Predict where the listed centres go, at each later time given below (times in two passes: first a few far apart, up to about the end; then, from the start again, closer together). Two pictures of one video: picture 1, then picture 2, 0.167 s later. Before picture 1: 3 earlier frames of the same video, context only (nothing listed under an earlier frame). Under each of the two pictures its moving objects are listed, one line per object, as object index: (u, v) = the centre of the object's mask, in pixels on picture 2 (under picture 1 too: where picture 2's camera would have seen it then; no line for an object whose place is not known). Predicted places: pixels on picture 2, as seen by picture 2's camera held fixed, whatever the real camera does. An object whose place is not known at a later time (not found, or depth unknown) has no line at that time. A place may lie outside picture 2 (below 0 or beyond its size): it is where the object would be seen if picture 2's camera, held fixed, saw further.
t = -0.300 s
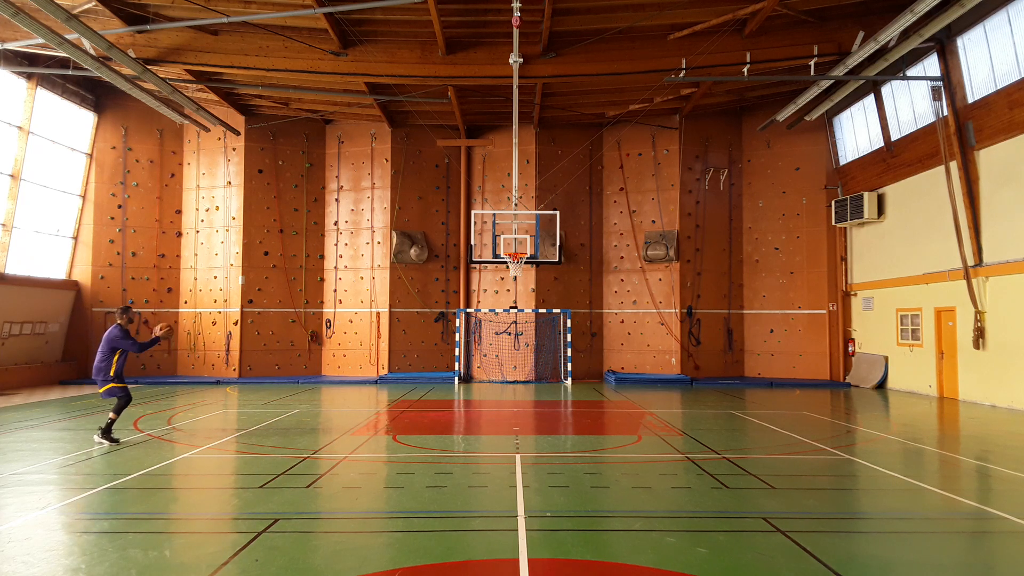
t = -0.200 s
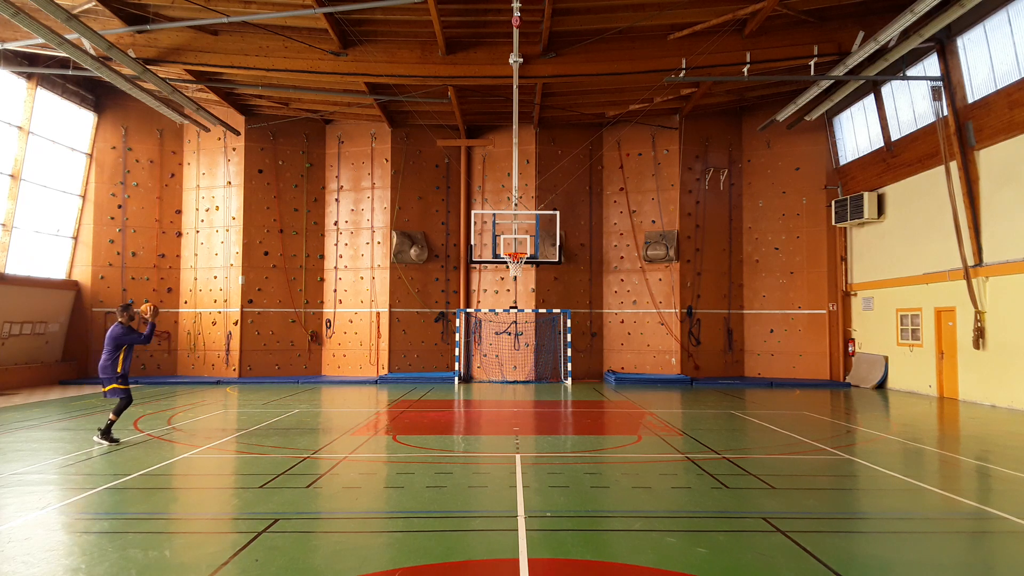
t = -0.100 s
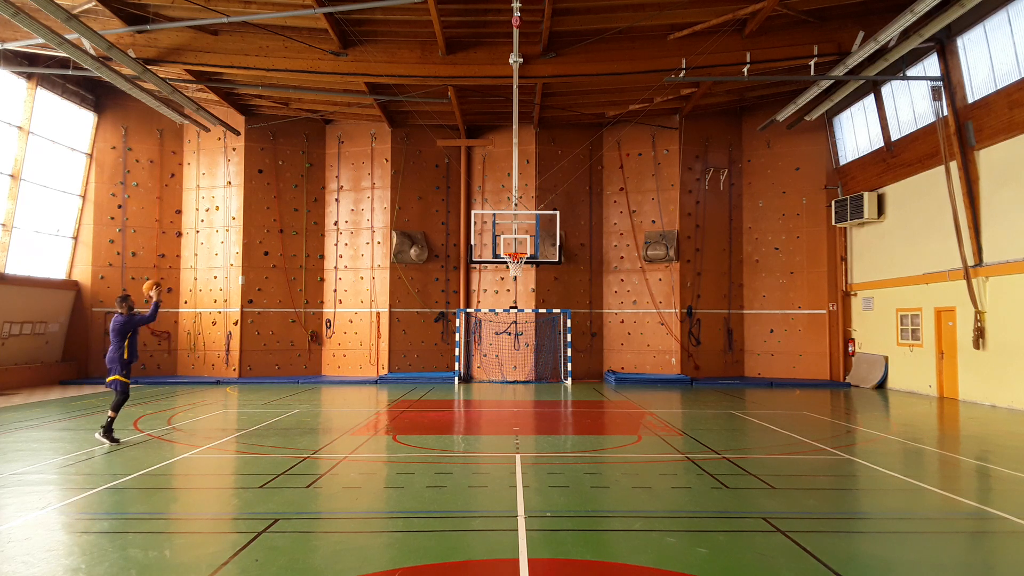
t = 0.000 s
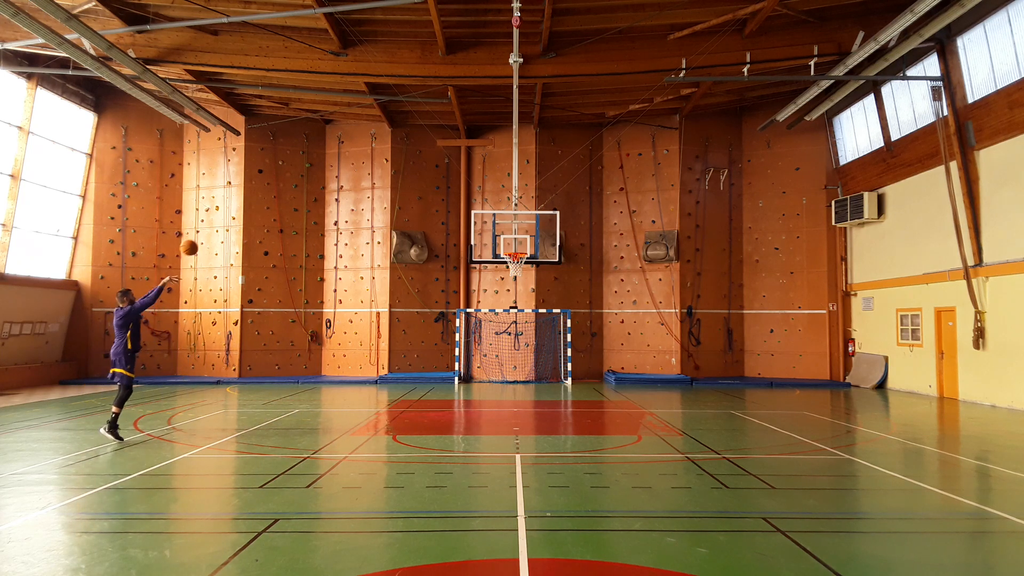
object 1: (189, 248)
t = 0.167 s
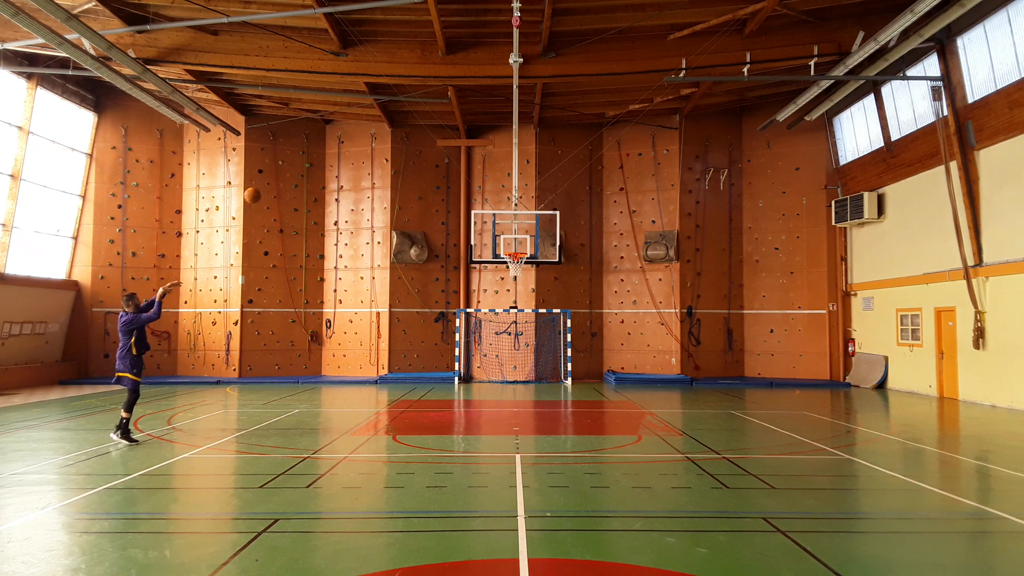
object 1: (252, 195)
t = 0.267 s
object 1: (286, 175)
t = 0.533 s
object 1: (366, 153)
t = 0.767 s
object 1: (424, 166)
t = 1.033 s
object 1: (485, 212)
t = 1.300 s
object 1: (516, 276)
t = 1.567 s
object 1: (505, 350)
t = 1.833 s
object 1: (489, 367)
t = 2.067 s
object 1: (466, 318)
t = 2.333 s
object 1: (439, 293)
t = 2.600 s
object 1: (410, 307)
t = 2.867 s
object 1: (379, 364)
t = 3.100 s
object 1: (352, 396)
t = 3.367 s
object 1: (325, 344)
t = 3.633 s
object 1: (295, 334)
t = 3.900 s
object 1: (261, 371)
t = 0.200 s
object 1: (263, 188)
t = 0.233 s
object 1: (275, 181)
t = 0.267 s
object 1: (286, 175)
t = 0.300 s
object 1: (297, 170)
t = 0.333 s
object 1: (307, 165)
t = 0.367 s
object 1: (317, 162)
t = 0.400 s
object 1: (328, 159)
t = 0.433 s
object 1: (338, 156)
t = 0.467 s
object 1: (348, 155)
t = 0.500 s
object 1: (357, 153)
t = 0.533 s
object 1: (366, 153)
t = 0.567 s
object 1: (375, 153)
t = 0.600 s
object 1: (384, 154)
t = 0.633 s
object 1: (391, 155)
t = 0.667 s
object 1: (399, 157)
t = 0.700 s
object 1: (408, 159)
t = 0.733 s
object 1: (417, 163)
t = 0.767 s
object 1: (424, 166)
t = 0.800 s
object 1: (433, 170)
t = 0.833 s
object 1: (440, 175)
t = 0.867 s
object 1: (447, 180)
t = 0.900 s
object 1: (456, 185)
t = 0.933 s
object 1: (462, 191)
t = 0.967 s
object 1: (471, 198)
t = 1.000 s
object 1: (478, 204)
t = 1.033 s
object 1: (485, 212)
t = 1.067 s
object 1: (492, 219)
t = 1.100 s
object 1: (498, 228)
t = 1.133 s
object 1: (505, 236)
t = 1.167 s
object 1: (512, 245)
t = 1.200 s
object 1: (519, 251)
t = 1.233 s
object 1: (519, 260)
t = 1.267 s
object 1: (518, 271)
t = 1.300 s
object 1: (516, 276)
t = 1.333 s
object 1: (515, 283)
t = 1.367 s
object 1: (513, 291)
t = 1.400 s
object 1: (513, 299)
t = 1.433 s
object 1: (511, 307)
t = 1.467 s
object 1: (510, 318)
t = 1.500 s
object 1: (508, 328)
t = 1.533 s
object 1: (507, 338)
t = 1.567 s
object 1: (505, 350)
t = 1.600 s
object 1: (504, 362)
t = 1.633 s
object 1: (503, 374)
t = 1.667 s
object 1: (502, 387)
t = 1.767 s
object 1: (495, 386)
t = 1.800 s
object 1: (492, 376)
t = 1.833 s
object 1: (489, 367)
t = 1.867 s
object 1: (485, 358)
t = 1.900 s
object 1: (482, 350)
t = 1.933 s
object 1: (479, 343)
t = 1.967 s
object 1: (476, 336)
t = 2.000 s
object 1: (472, 329)
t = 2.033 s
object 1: (470, 323)
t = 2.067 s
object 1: (466, 318)
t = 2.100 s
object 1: (463, 312)
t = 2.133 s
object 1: (460, 308)
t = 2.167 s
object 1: (456, 304)
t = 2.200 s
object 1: (453, 301)
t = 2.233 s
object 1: (449, 298)
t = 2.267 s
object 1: (446, 296)
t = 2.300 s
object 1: (442, 295)
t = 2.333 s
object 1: (439, 293)
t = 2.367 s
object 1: (435, 293)
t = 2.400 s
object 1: (432, 293)
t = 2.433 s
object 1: (428, 294)
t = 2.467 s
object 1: (425, 295)
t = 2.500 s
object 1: (421, 297)
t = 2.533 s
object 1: (418, 300)
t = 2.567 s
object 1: (414, 303)
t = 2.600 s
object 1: (410, 307)
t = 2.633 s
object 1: (406, 312)
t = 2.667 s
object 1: (402, 317)
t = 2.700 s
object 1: (399, 323)
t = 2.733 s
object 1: (395, 330)
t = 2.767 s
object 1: (391, 337)
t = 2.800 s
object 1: (387, 345)
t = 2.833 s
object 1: (383, 354)
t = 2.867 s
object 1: (379, 364)
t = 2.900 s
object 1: (375, 374)
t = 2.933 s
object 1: (371, 385)
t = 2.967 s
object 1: (367, 397)
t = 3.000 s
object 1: (363, 410)
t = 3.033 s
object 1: (359, 415)
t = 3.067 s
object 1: (356, 405)
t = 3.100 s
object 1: (352, 396)
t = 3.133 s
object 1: (349, 387)
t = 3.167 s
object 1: (346, 379)
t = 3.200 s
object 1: (342, 371)
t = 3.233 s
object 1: (339, 365)
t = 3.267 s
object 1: (336, 358)
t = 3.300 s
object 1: (332, 353)
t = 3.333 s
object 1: (328, 348)
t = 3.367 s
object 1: (325, 344)
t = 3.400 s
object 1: (321, 340)
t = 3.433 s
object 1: (317, 337)
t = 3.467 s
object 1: (314, 335)
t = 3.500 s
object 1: (310, 333)
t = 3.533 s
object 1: (307, 333)
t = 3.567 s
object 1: (303, 332)
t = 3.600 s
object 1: (299, 333)
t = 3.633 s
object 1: (295, 334)
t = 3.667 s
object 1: (291, 336)
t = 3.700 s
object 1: (287, 338)
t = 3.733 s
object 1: (283, 342)
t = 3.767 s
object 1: (279, 346)
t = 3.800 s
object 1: (274, 351)
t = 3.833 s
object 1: (271, 357)
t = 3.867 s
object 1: (266, 364)
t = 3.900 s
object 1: (261, 371)
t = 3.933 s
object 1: (257, 380)
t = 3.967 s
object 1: (253, 389)
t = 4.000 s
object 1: (248, 399)
